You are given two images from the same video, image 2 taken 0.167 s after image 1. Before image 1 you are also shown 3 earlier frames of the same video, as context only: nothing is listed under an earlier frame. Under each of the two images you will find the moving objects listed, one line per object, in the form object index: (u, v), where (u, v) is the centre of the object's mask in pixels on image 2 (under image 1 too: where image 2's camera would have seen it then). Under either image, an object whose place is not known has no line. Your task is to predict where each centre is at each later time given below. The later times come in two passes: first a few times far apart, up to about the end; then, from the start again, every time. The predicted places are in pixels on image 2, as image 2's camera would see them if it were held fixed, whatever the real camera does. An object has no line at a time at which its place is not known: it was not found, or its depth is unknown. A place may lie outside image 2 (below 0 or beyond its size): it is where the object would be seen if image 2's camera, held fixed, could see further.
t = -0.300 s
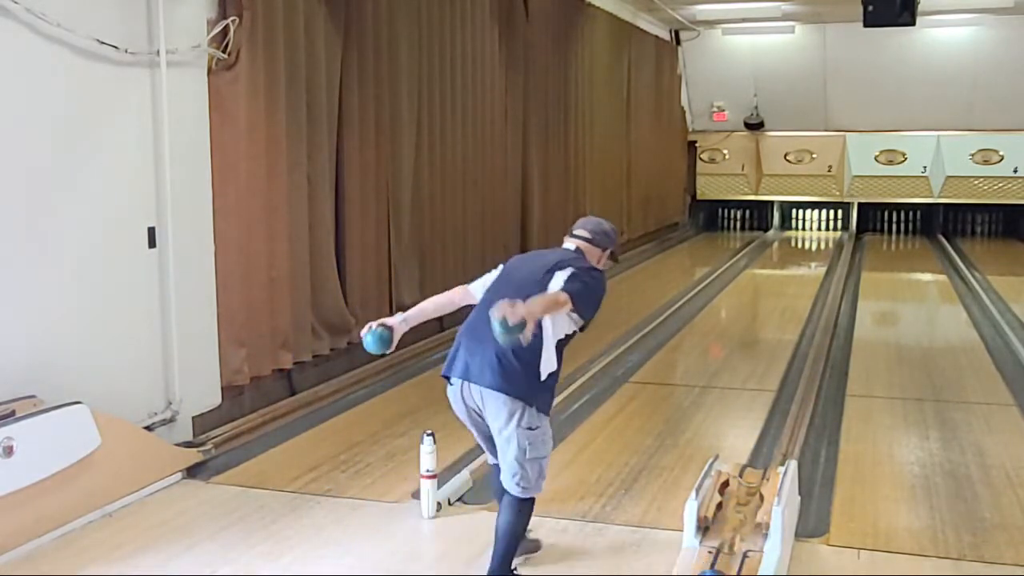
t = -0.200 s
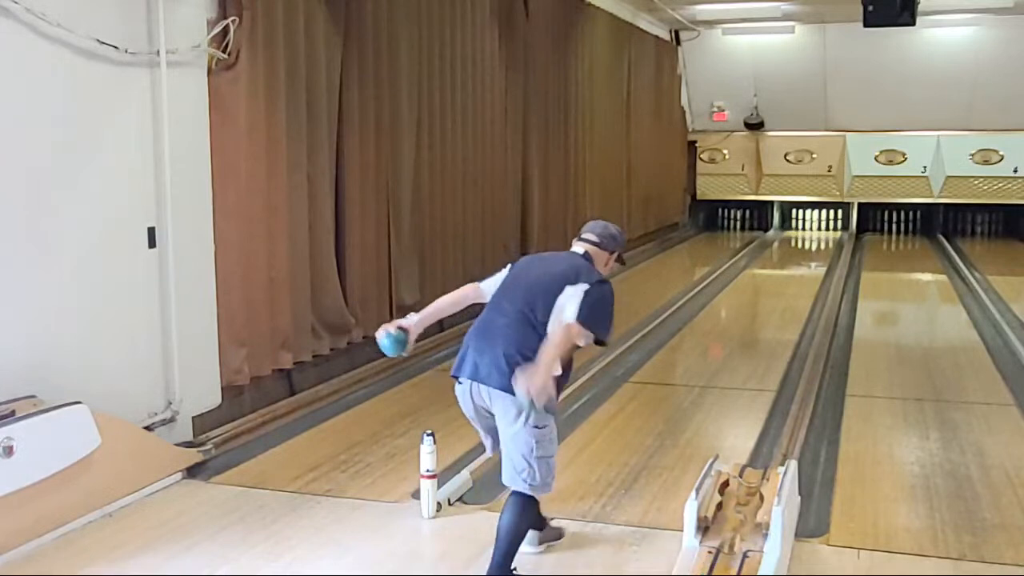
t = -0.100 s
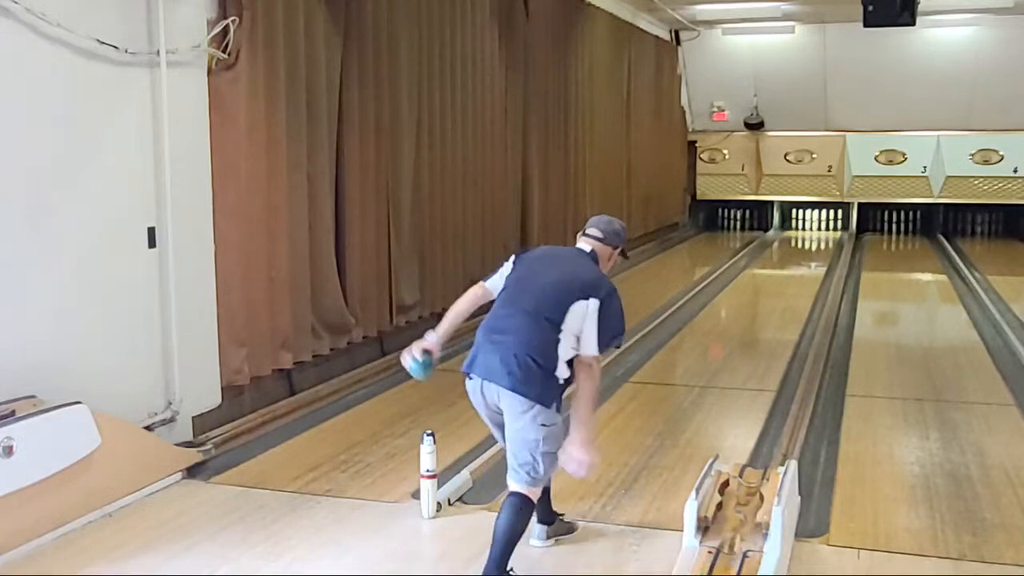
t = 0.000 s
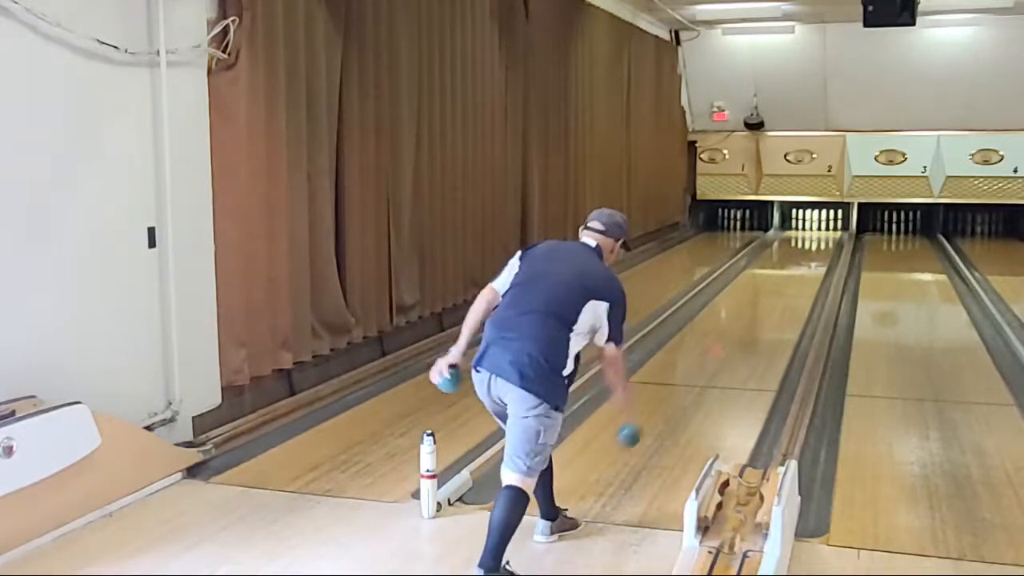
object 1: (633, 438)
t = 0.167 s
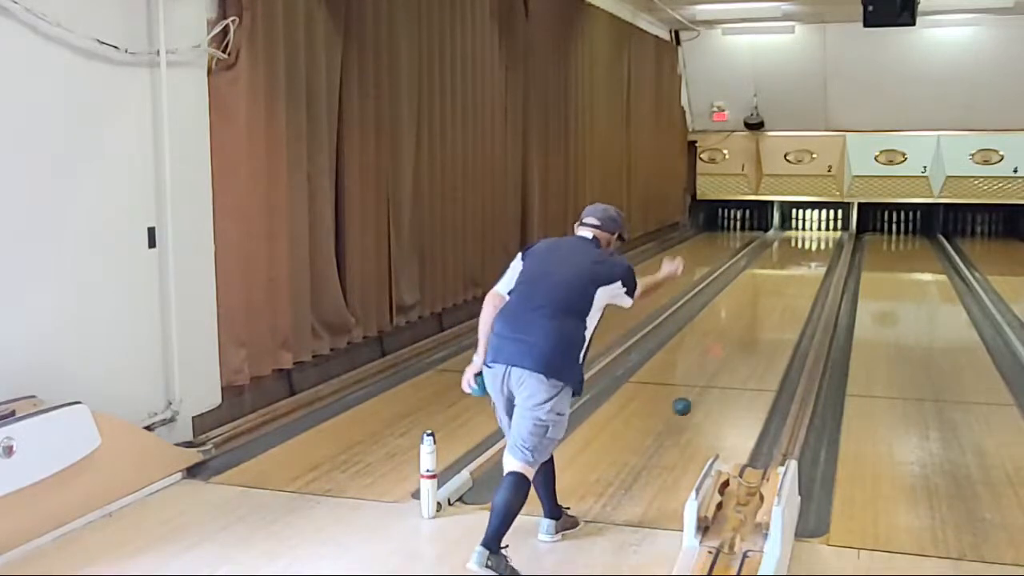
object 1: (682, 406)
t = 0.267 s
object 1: (703, 382)
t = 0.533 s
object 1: (740, 331)
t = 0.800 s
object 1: (761, 299)
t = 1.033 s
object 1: (774, 279)
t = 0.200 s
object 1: (690, 408)
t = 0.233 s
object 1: (697, 396)
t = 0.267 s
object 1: (703, 382)
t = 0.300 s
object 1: (709, 371)
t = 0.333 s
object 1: (714, 363)
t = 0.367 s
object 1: (719, 356)
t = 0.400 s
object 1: (724, 352)
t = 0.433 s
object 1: (728, 349)
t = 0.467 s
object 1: (732, 343)
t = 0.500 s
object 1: (736, 336)
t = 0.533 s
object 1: (740, 331)
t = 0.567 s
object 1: (743, 328)
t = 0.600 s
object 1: (746, 322)
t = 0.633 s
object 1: (749, 318)
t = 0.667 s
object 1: (752, 314)
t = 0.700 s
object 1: (754, 310)
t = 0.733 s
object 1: (757, 306)
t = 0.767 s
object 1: (759, 302)
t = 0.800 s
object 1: (761, 299)
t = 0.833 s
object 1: (763, 295)
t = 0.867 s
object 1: (765, 292)
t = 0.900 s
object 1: (767, 290)
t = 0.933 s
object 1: (769, 287)
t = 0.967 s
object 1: (771, 284)
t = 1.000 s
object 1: (772, 281)
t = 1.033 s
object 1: (774, 279)
